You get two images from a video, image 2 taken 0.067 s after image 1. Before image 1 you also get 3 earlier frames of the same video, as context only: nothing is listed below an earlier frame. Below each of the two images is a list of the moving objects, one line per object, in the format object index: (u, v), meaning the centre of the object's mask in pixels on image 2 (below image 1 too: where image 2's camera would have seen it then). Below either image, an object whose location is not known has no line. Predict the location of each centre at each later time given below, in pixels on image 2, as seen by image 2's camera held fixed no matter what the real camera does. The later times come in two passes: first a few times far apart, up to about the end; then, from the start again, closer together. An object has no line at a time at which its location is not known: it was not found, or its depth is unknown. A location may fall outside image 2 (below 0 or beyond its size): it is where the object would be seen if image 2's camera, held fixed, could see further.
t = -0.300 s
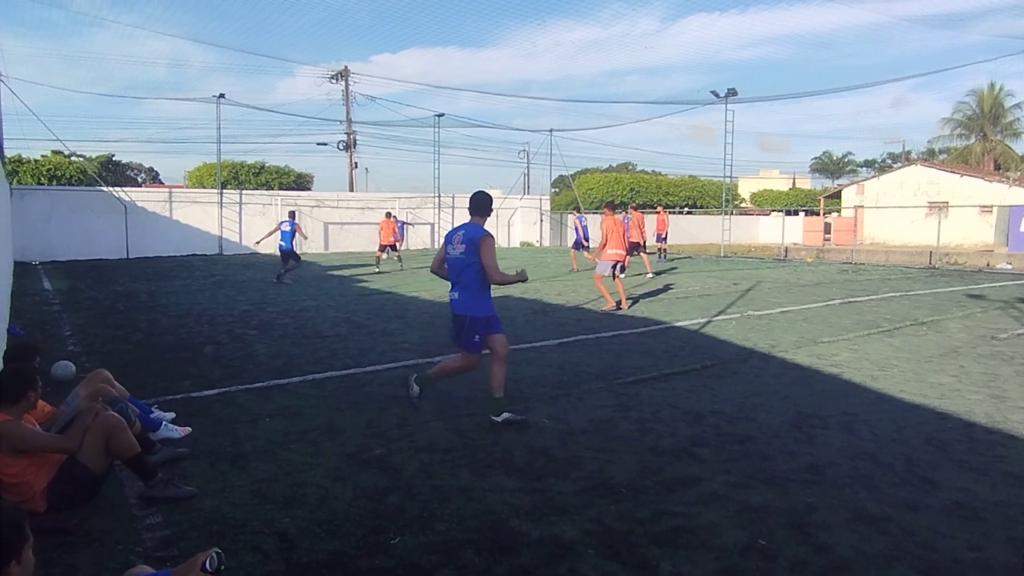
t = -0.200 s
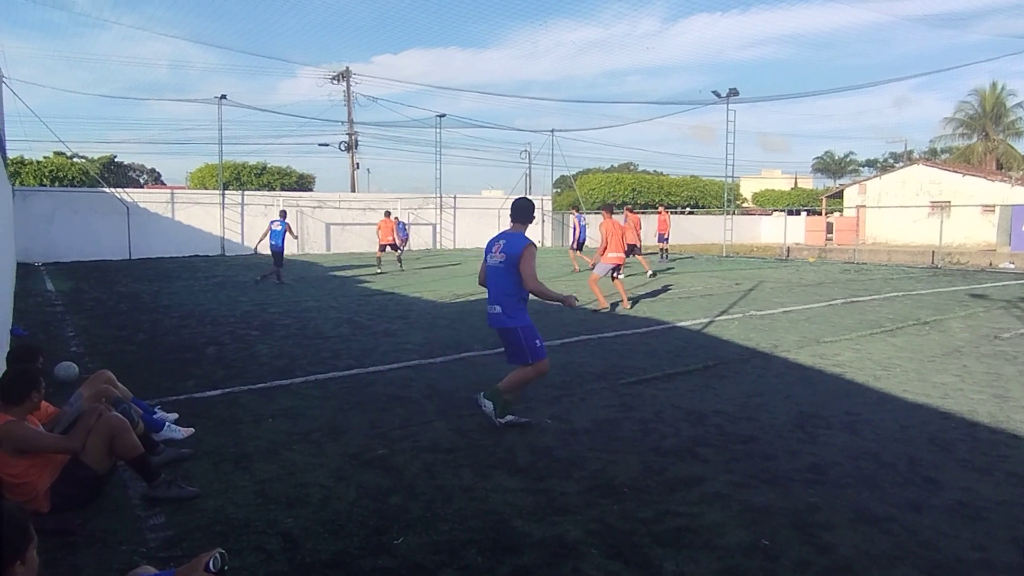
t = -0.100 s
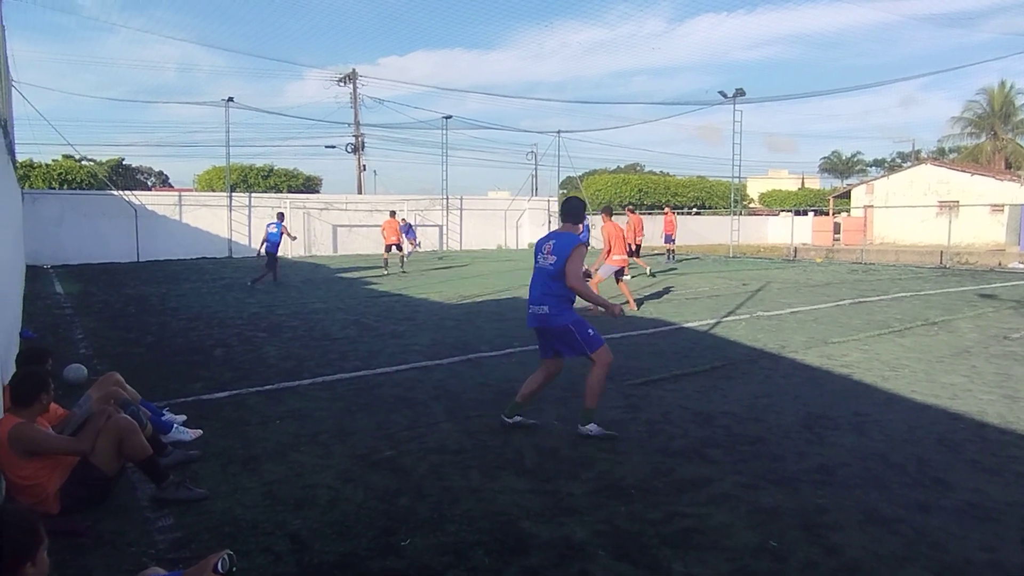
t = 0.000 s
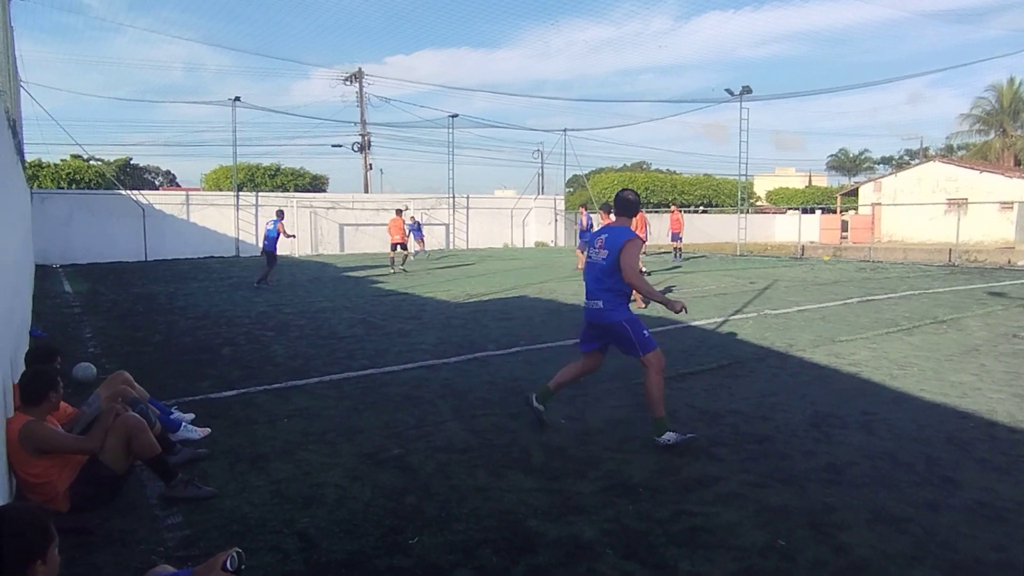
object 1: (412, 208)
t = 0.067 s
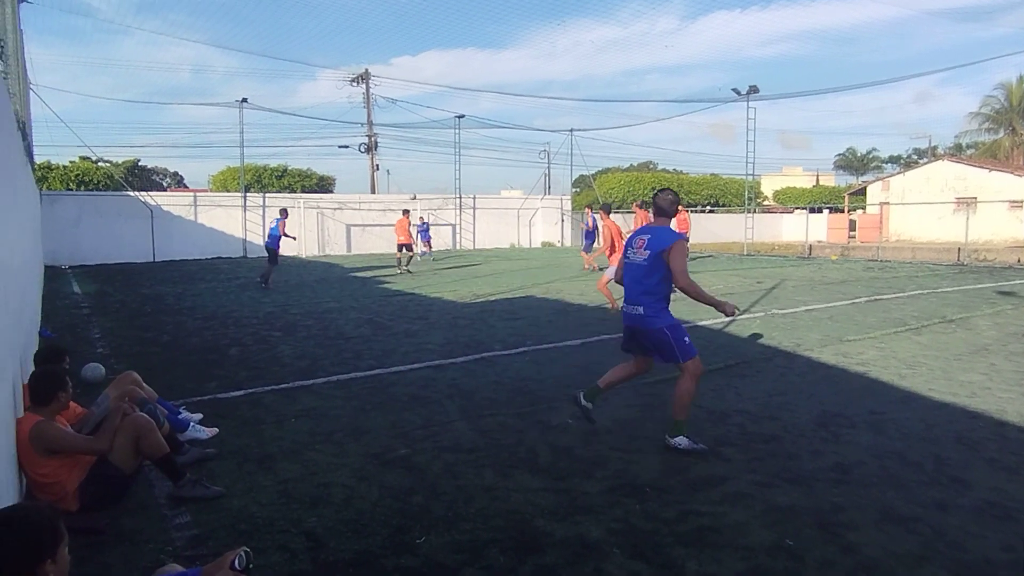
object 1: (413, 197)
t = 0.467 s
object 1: (422, 132)
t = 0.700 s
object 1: (431, 102)
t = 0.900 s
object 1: (443, 89)
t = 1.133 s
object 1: (465, 103)
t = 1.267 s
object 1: (489, 155)
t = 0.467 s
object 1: (422, 132)
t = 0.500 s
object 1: (424, 127)
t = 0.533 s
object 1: (425, 123)
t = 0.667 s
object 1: (430, 106)
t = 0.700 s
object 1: (431, 102)
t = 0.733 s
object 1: (433, 99)
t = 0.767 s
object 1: (435, 97)
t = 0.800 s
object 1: (437, 94)
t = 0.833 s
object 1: (439, 92)
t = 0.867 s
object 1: (441, 90)
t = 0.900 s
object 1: (443, 89)
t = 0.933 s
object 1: (445, 89)
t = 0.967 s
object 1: (448, 89)
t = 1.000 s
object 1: (451, 90)
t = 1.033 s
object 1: (454, 91)
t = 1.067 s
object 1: (457, 95)
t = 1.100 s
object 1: (461, 98)
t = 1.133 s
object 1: (465, 103)
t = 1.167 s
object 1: (469, 109)
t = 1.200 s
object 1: (473, 118)
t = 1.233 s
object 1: (483, 140)
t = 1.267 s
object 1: (489, 155)
